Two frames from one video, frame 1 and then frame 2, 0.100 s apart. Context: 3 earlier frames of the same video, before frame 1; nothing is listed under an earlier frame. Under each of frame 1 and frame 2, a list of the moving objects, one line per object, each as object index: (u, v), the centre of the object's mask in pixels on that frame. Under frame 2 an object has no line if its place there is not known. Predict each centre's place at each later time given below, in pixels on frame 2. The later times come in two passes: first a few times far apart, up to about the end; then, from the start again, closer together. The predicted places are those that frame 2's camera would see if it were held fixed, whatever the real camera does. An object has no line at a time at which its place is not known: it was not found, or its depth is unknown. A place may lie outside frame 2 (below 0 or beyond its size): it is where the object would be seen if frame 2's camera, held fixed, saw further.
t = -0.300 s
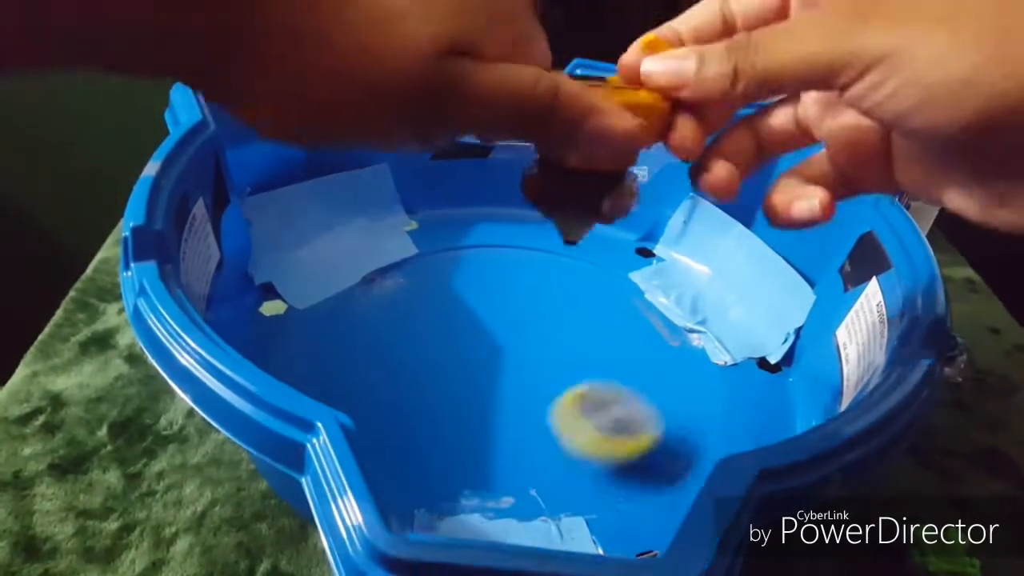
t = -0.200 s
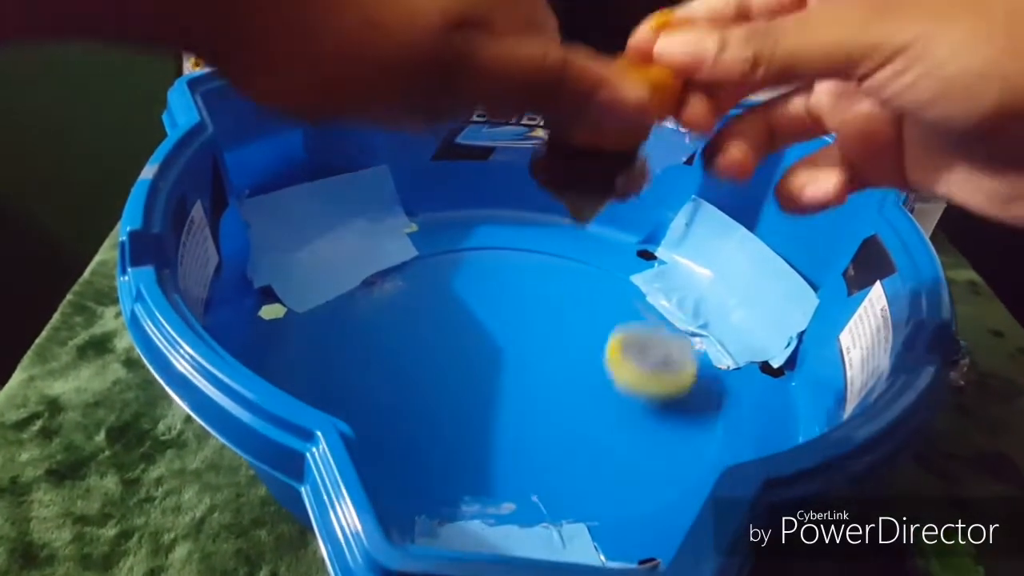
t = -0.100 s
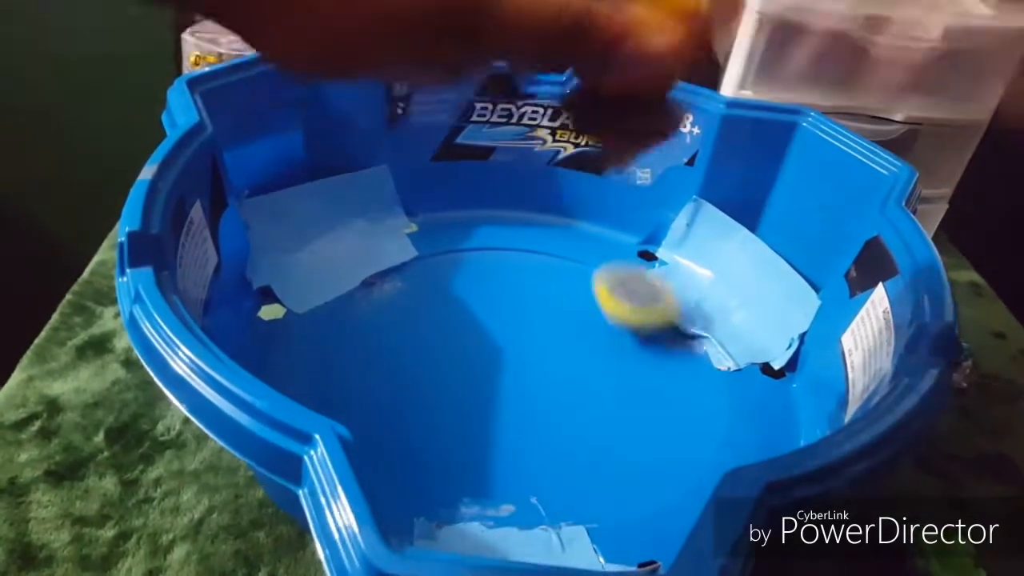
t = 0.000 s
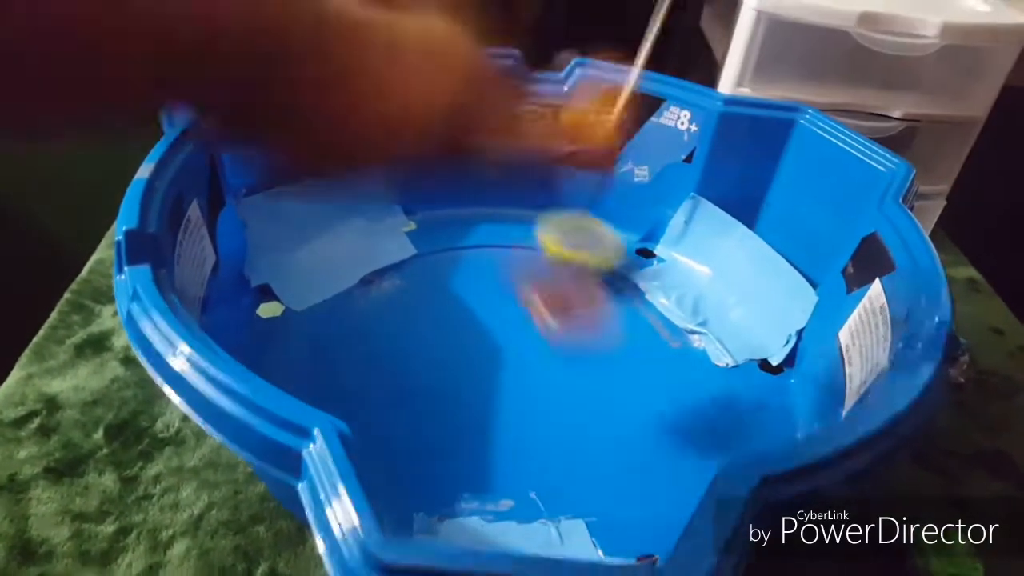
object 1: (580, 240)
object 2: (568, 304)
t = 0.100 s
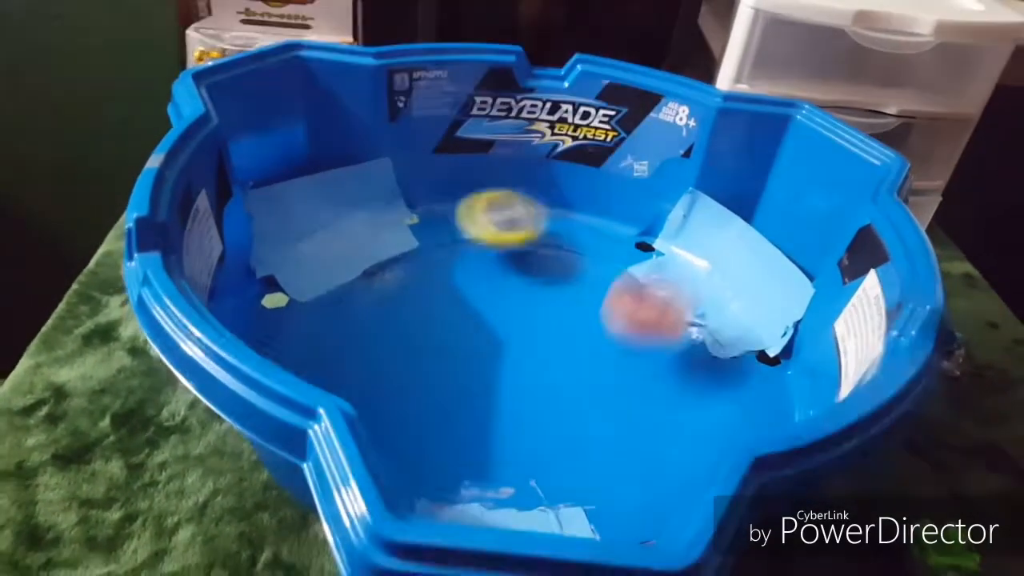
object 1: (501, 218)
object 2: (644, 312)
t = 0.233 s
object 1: (401, 244)
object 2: (603, 218)
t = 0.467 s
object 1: (450, 391)
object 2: (393, 259)
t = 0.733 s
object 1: (695, 369)
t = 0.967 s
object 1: (529, 222)
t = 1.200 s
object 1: (344, 275)
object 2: (443, 256)
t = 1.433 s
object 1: (410, 433)
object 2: (420, 370)
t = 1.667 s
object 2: (621, 280)
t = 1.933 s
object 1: (768, 382)
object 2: (394, 251)
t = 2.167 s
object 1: (639, 311)
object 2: (559, 390)
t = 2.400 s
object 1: (493, 263)
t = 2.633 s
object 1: (390, 298)
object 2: (480, 265)
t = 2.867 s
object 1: (381, 391)
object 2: (586, 405)
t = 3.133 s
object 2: (669, 312)
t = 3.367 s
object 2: (549, 280)
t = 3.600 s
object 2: (374, 271)
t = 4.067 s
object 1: (630, 234)
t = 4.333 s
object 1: (636, 218)
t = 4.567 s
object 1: (671, 249)
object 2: (423, 299)
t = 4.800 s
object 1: (660, 281)
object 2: (352, 306)
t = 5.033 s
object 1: (554, 294)
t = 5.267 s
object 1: (476, 278)
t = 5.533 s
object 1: (422, 246)
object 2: (590, 265)
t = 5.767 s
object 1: (454, 289)
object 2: (561, 250)
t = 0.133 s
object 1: (473, 220)
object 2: (662, 286)
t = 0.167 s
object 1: (446, 224)
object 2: (671, 278)
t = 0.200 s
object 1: (422, 232)
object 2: (637, 245)
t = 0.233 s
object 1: (401, 244)
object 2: (603, 218)
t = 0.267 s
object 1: (385, 262)
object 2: (568, 201)
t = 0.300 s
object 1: (376, 285)
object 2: (530, 192)
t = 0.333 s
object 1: (376, 306)
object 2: (489, 197)
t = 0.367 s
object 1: (382, 330)
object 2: (456, 200)
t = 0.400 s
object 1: (398, 352)
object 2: (429, 209)
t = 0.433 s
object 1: (420, 372)
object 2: (410, 225)
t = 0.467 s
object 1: (450, 391)
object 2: (393, 259)
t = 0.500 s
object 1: (484, 406)
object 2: (382, 300)
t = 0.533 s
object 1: (520, 415)
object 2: (383, 343)
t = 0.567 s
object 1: (557, 418)
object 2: (406, 390)
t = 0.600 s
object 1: (592, 416)
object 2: (451, 432)
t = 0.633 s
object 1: (626, 409)
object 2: (509, 460)
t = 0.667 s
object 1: (655, 399)
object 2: (594, 461)
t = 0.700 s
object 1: (678, 385)
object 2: (665, 452)
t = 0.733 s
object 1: (695, 369)
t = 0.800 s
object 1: (706, 324)
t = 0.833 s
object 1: (673, 290)
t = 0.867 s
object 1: (634, 271)
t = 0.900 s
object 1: (596, 253)
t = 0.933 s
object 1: (561, 236)
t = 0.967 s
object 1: (529, 222)
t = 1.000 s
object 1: (500, 215)
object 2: (689, 321)
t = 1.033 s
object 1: (472, 218)
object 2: (651, 303)
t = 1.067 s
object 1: (445, 225)
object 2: (608, 284)
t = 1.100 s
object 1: (421, 232)
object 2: (564, 269)
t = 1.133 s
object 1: (399, 243)
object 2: (512, 259)
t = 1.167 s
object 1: (382, 258)
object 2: (466, 254)
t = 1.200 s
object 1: (344, 275)
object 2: (443, 256)
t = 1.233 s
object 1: (315, 300)
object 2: (428, 263)
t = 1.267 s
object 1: (291, 327)
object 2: (413, 277)
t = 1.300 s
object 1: (292, 347)
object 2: (399, 293)
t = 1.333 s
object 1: (318, 366)
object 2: (391, 311)
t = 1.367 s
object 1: (350, 389)
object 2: (391, 332)
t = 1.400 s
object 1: (383, 414)
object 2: (400, 352)
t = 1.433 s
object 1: (410, 433)
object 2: (420, 370)
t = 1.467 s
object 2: (450, 383)
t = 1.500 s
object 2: (493, 386)
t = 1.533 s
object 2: (539, 373)
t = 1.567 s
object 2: (577, 354)
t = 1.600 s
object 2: (601, 334)
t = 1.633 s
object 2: (616, 307)
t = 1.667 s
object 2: (621, 280)
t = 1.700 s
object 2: (614, 252)
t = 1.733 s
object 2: (593, 231)
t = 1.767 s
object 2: (558, 223)
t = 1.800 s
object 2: (522, 221)
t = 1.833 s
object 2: (483, 221)
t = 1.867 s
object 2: (447, 227)
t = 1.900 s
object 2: (417, 235)
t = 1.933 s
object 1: (768, 382)
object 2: (394, 251)
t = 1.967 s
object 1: (758, 366)
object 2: (378, 273)
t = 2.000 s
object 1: (747, 349)
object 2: (378, 297)
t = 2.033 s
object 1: (737, 333)
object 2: (395, 324)
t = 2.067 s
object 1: (718, 326)
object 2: (424, 351)
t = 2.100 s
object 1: (691, 325)
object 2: (465, 372)
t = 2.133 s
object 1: (664, 318)
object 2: (510, 385)
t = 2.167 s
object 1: (639, 311)
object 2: (559, 390)
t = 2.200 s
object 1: (614, 303)
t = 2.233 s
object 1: (591, 295)
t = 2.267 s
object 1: (569, 286)
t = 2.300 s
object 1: (550, 278)
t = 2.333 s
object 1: (531, 272)
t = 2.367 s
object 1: (512, 266)
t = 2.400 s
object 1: (493, 263)
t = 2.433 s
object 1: (474, 262)
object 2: (596, 258)
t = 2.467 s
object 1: (457, 262)
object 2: (568, 246)
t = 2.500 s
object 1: (439, 265)
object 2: (545, 239)
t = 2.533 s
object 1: (423, 270)
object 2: (524, 237)
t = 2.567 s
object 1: (410, 277)
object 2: (507, 242)
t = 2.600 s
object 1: (399, 287)
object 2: (492, 251)
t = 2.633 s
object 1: (390, 298)
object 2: (480, 265)
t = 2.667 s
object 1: (385, 311)
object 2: (473, 283)
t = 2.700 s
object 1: (386, 326)
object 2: (469, 302)
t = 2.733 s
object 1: (392, 341)
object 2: (473, 324)
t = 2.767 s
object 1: (388, 353)
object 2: (492, 348)
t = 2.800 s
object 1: (380, 368)
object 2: (517, 372)
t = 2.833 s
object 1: (378, 379)
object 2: (549, 392)
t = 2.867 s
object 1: (381, 391)
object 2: (586, 405)
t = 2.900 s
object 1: (390, 404)
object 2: (626, 414)
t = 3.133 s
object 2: (669, 312)
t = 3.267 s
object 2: (604, 300)
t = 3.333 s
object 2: (564, 301)
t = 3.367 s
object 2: (549, 280)
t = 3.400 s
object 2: (527, 260)
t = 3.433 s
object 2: (504, 248)
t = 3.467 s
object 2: (475, 240)
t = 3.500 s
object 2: (447, 237)
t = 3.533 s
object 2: (420, 239)
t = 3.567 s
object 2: (393, 248)
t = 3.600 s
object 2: (374, 271)
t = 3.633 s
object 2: (362, 292)
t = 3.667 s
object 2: (356, 311)
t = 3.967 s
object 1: (604, 290)
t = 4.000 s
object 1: (618, 266)
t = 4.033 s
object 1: (628, 246)
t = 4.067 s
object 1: (630, 234)
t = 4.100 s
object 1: (630, 227)
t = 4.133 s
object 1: (630, 222)
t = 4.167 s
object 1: (631, 218)
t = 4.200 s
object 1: (631, 215)
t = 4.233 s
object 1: (629, 216)
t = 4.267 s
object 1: (629, 216)
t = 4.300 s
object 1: (631, 217)
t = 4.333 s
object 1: (636, 218)
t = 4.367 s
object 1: (643, 221)
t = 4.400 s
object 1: (650, 225)
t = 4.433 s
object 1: (658, 230)
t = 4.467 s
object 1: (661, 231)
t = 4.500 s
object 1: (666, 235)
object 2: (463, 312)
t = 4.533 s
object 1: (669, 243)
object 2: (442, 305)
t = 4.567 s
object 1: (671, 249)
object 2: (423, 299)
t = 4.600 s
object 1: (674, 255)
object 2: (405, 296)
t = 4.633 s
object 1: (679, 259)
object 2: (391, 295)
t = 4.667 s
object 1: (683, 264)
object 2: (378, 295)
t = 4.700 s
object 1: (685, 271)
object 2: (368, 295)
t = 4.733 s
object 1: (678, 275)
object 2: (361, 298)
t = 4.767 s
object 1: (670, 278)
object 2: (355, 302)
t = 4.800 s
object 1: (660, 281)
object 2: (352, 306)
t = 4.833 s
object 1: (646, 283)
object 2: (352, 313)
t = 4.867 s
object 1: (631, 285)
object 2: (356, 319)
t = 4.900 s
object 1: (615, 288)
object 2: (360, 326)
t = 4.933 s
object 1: (599, 290)
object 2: (369, 331)
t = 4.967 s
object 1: (584, 292)
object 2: (379, 336)
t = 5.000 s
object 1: (569, 293)
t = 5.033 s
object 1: (554, 294)
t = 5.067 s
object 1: (540, 294)
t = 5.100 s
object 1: (527, 293)
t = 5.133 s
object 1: (516, 291)
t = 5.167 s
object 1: (504, 289)
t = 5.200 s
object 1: (494, 284)
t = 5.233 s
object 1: (484, 282)
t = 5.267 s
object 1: (476, 278)
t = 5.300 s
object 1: (468, 273)
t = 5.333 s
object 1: (460, 268)
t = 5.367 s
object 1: (453, 264)
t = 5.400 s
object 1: (447, 260)
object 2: (581, 297)
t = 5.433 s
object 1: (441, 256)
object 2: (586, 287)
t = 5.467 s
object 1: (435, 251)
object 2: (589, 278)
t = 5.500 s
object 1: (427, 247)
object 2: (590, 271)
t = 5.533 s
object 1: (422, 246)
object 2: (590, 265)
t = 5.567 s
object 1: (421, 248)
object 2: (588, 259)
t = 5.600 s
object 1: (422, 252)
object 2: (586, 255)
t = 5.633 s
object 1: (424, 257)
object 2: (581, 252)
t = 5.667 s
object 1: (429, 265)
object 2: (577, 249)
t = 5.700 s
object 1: (437, 273)
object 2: (572, 248)
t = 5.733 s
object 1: (445, 281)
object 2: (566, 248)
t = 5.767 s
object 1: (454, 289)
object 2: (561, 250)
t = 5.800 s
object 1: (463, 296)
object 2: (555, 252)
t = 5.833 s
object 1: (471, 303)
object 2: (549, 256)
